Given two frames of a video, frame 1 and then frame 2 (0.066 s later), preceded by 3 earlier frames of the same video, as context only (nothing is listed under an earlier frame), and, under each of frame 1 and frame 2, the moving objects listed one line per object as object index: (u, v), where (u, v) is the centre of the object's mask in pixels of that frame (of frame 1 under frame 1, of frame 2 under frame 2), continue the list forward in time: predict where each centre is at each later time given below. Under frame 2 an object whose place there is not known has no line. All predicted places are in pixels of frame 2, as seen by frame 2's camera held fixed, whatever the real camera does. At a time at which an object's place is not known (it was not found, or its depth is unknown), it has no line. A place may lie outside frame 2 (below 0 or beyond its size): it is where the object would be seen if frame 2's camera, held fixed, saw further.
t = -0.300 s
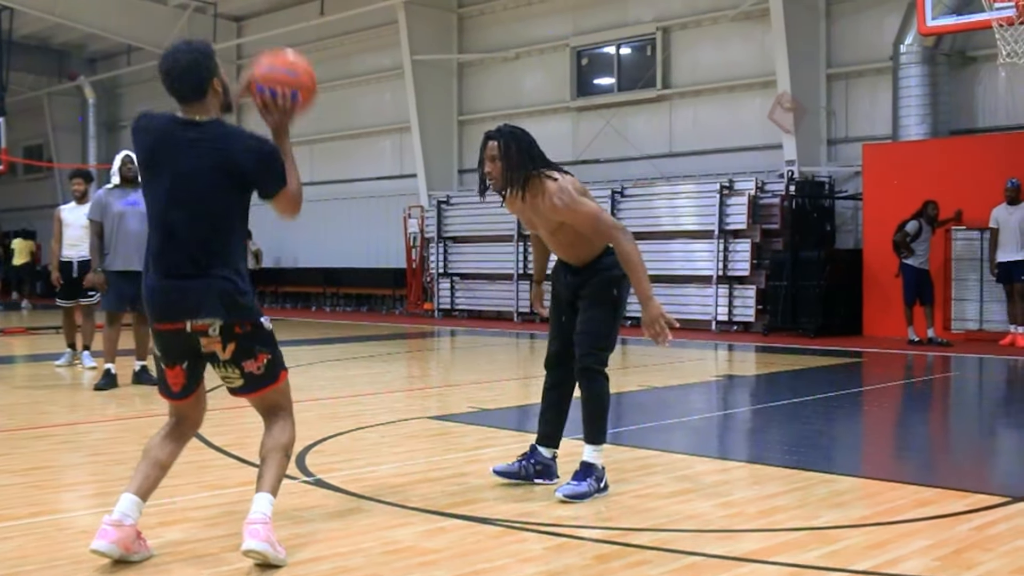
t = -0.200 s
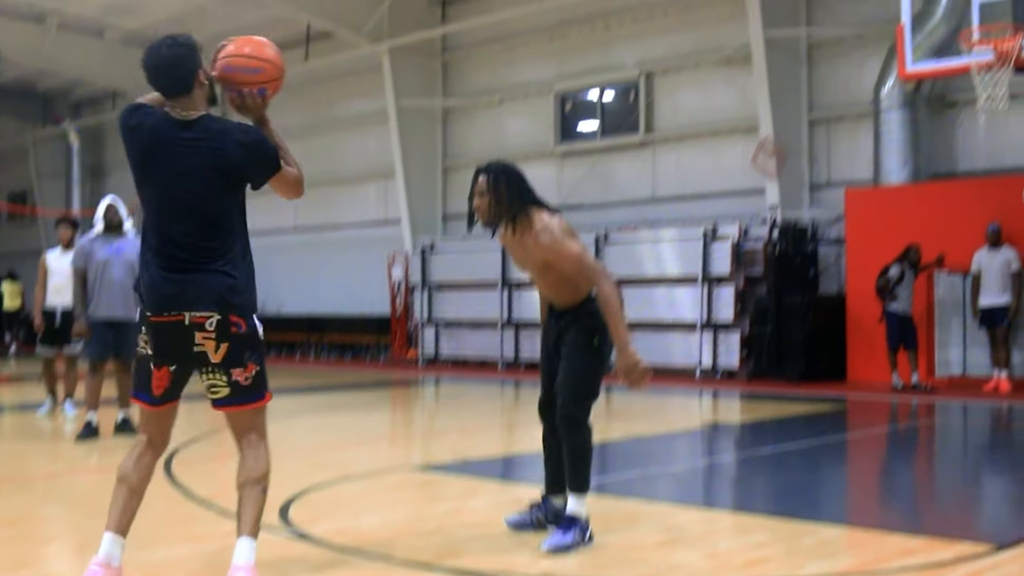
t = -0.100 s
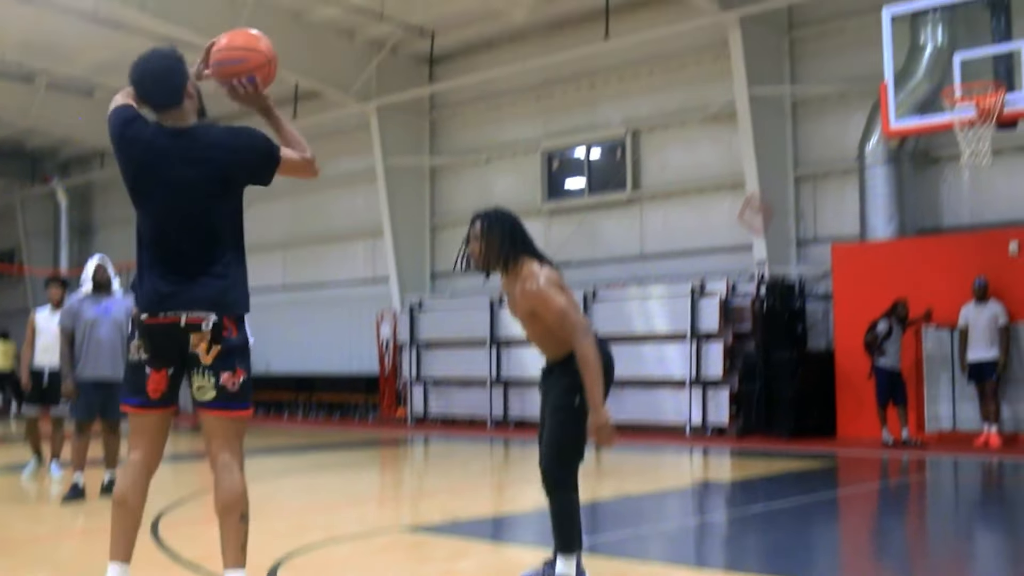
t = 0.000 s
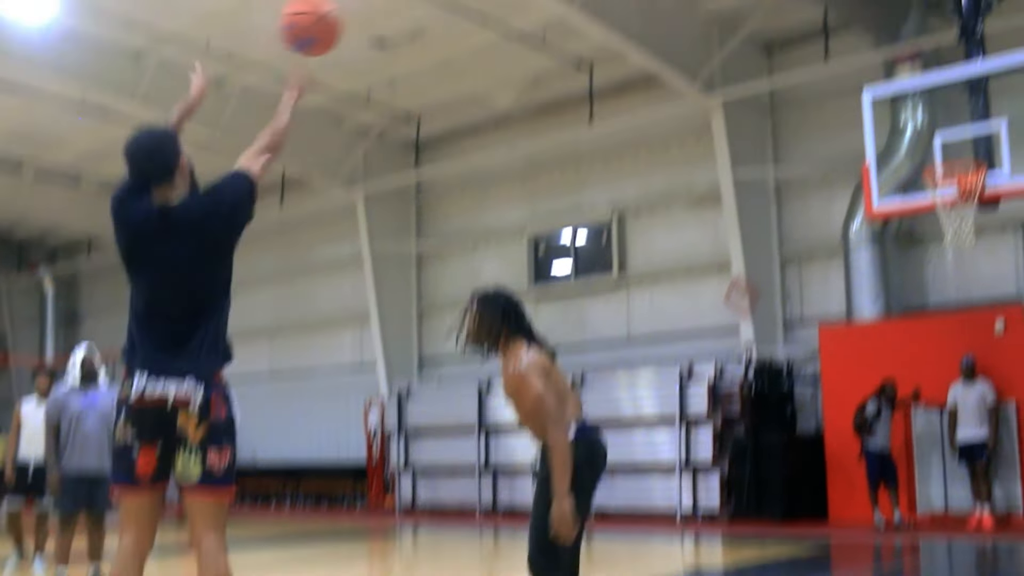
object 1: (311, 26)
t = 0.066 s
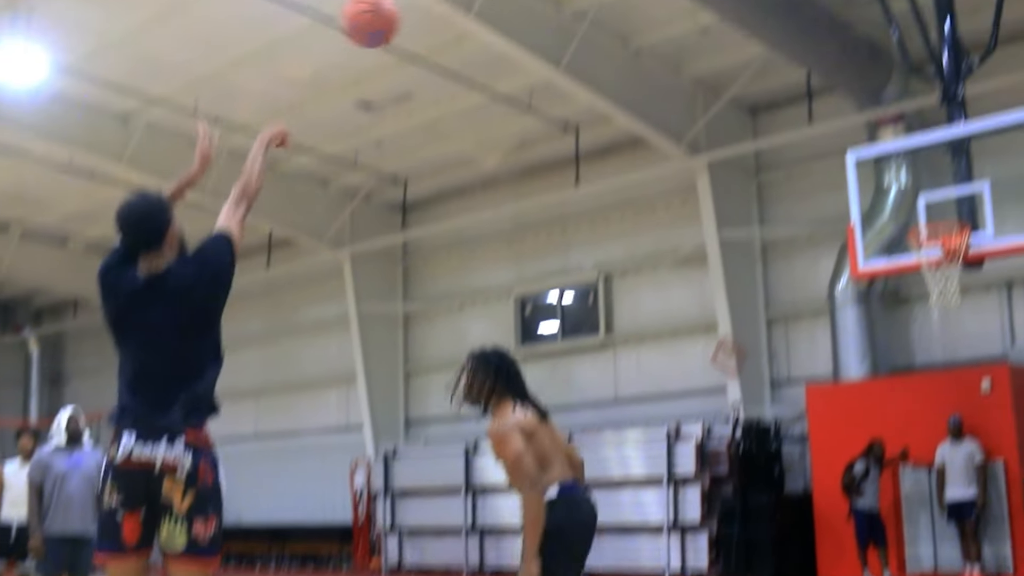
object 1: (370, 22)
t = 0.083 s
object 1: (386, 8)
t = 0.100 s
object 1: (402, -6)
